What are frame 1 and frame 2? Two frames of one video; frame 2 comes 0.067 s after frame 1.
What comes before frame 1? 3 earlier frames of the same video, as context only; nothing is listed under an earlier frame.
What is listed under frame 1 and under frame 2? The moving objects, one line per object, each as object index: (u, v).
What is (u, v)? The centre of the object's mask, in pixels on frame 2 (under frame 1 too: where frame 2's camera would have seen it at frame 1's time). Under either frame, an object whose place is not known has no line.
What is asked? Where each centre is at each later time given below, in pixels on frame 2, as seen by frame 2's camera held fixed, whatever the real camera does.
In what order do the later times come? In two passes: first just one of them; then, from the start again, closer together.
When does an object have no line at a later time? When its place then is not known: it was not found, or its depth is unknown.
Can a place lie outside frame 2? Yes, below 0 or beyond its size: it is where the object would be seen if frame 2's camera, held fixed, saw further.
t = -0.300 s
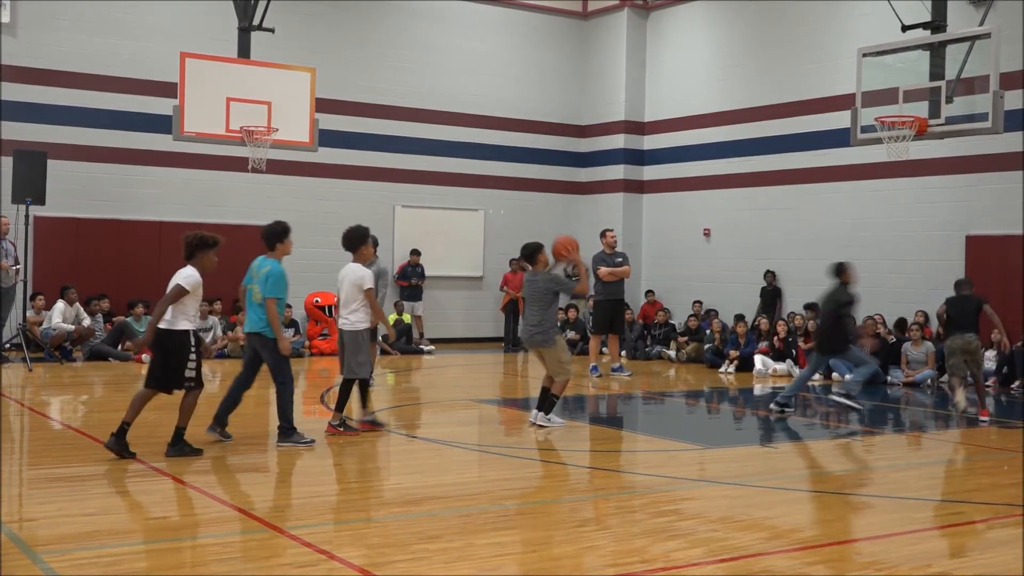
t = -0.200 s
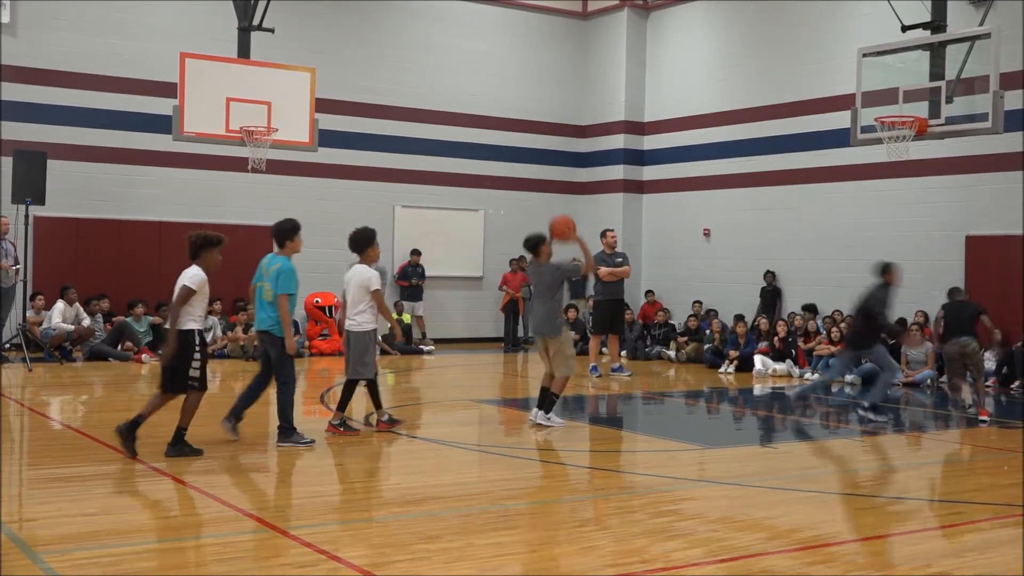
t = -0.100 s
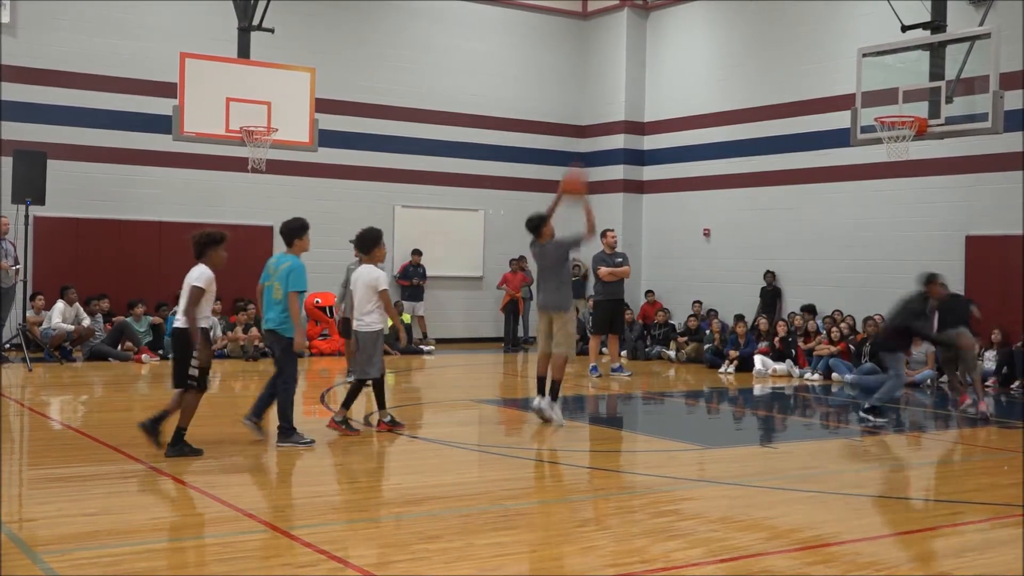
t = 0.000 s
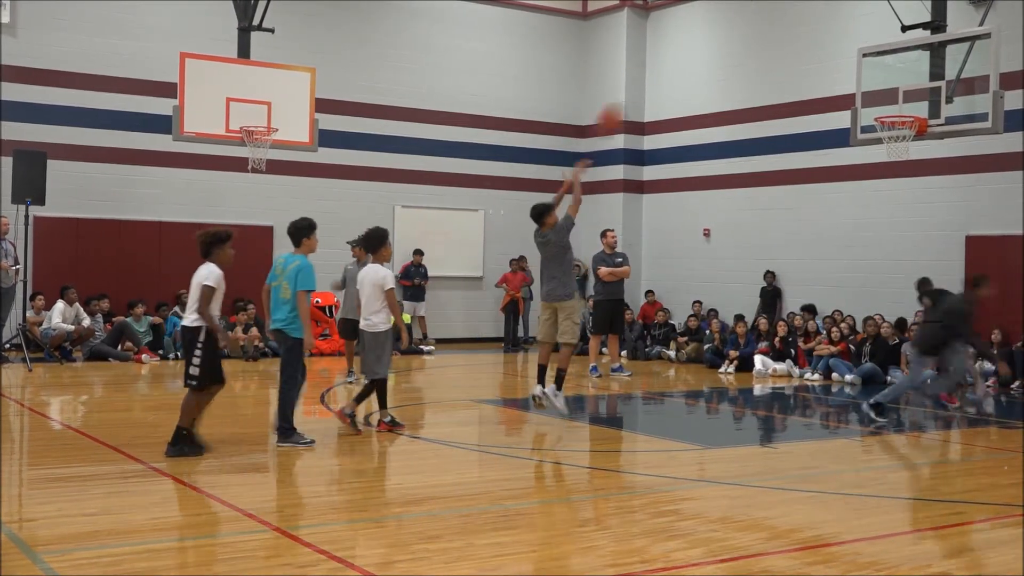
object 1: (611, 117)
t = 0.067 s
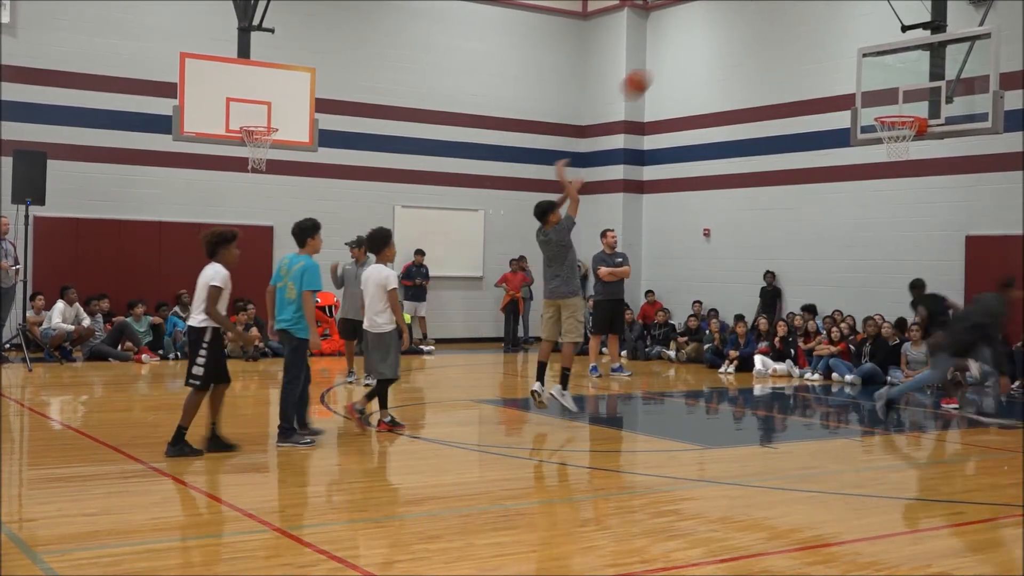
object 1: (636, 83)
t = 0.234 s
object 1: (697, 18)
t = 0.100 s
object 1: (648, 67)
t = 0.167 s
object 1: (674, 39)
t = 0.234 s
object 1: (697, 18)
